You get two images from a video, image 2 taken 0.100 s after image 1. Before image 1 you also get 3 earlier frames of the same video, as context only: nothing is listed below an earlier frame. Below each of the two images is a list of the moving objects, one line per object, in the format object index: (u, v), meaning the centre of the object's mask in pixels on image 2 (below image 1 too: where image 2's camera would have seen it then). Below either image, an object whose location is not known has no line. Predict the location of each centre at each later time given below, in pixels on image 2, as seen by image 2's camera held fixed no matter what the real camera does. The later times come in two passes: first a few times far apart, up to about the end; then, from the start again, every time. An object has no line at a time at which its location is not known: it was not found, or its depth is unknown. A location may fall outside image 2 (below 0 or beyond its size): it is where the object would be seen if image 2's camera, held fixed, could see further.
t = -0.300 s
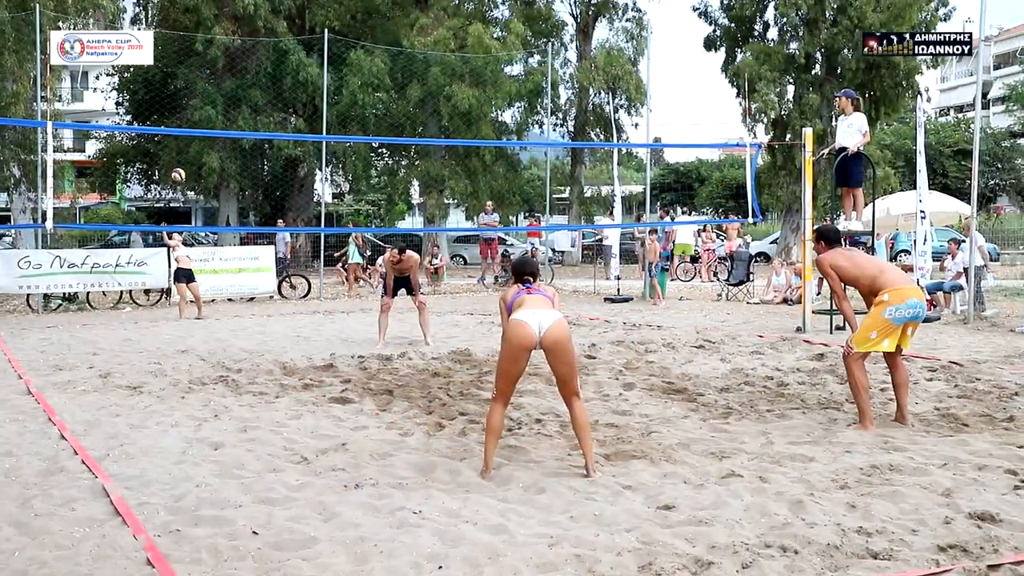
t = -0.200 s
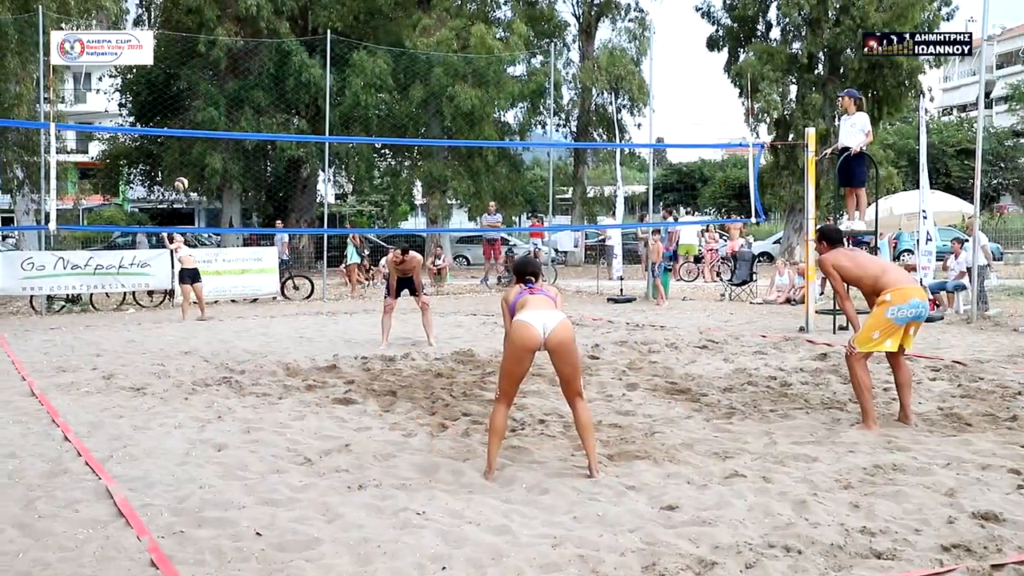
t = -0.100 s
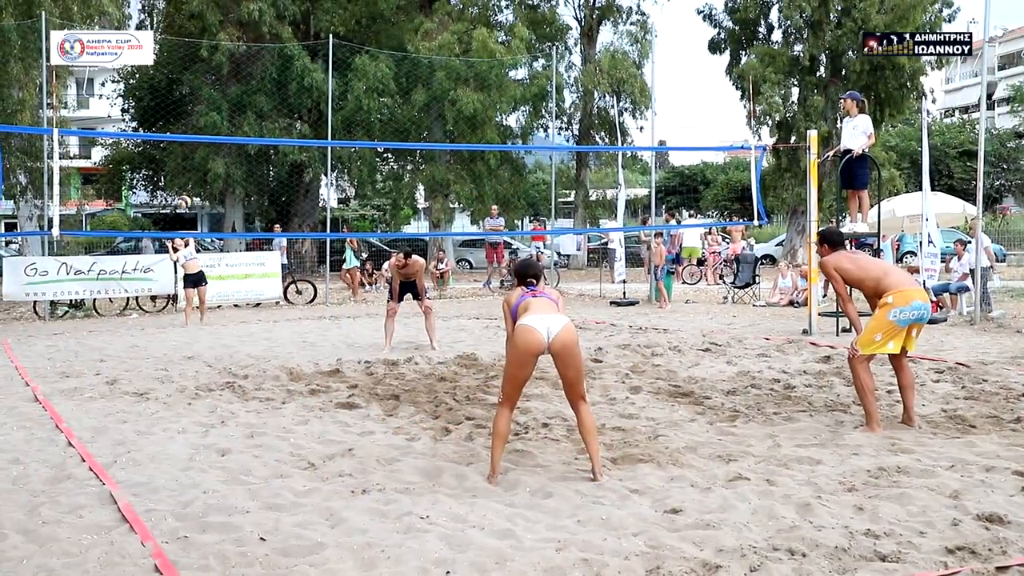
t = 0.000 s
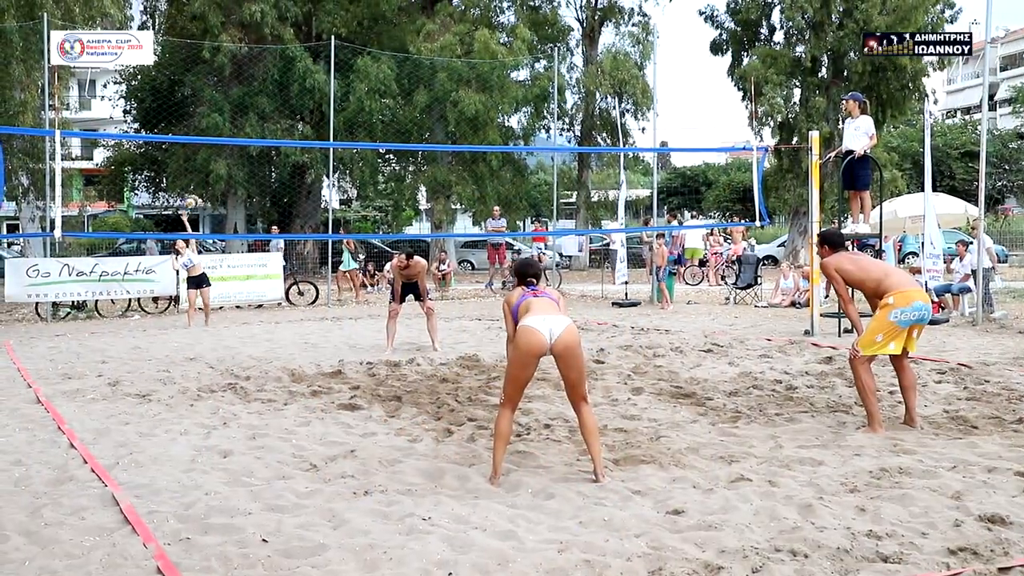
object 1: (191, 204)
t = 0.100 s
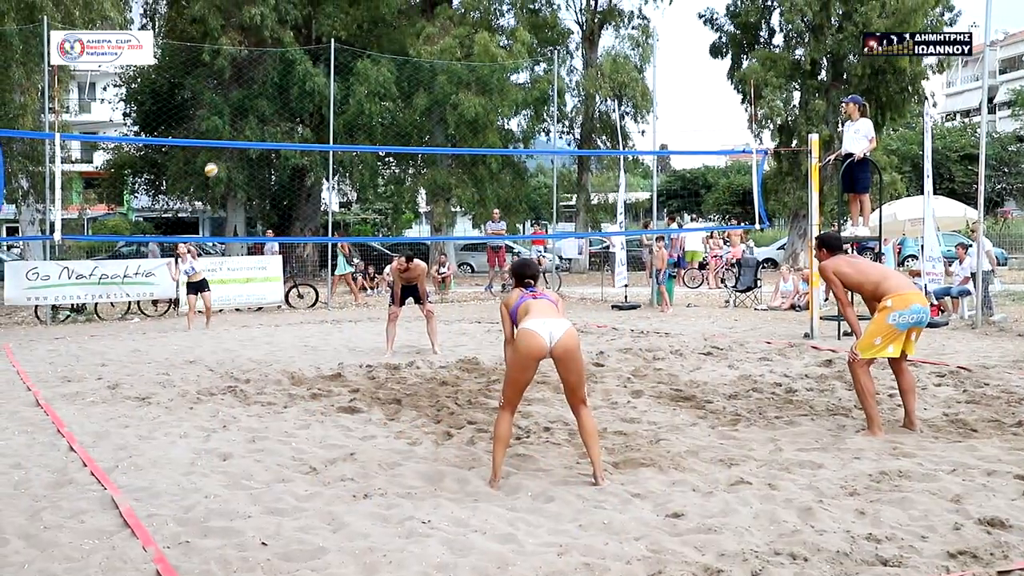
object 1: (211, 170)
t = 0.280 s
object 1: (249, 111)
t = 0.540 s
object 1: (314, 50)
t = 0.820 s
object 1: (409, 38)
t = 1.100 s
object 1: (550, 104)
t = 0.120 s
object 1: (215, 163)
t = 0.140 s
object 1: (219, 156)
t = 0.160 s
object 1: (223, 151)
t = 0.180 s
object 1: (228, 139)
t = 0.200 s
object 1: (232, 136)
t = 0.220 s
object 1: (236, 130)
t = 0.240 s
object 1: (241, 123)
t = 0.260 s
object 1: (245, 117)
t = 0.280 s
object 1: (249, 111)
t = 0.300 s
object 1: (254, 105)
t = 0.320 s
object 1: (258, 99)
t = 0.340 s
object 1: (263, 94)
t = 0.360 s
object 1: (268, 88)
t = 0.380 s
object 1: (272, 83)
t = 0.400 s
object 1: (277, 78)
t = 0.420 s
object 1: (282, 73)
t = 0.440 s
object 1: (287, 68)
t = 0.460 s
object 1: (293, 64)
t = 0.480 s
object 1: (298, 60)
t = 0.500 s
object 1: (303, 56)
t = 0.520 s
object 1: (308, 53)
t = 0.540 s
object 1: (314, 50)
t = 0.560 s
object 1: (320, 47)
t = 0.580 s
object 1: (325, 44)
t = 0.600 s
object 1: (331, 42)
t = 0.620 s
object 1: (338, 40)
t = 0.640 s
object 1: (344, 38)
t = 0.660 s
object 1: (351, 37)
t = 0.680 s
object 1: (358, 36)
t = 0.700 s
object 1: (364, 36)
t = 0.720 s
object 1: (371, 35)
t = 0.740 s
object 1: (379, 35)
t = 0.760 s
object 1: (386, 35)
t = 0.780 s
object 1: (394, 36)
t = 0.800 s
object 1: (401, 37)
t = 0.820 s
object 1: (409, 38)
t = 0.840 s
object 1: (418, 39)
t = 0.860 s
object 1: (426, 41)
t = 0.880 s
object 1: (435, 44)
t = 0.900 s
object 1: (444, 47)
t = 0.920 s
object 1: (453, 50)
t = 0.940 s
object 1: (463, 53)
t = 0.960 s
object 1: (473, 58)
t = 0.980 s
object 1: (483, 63)
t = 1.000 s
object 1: (493, 69)
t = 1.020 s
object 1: (503, 75)
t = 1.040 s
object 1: (513, 81)
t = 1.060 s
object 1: (526, 88)
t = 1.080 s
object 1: (538, 96)
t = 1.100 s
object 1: (550, 104)
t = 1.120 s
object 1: (563, 114)
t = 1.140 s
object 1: (576, 124)
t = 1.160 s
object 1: (590, 134)
